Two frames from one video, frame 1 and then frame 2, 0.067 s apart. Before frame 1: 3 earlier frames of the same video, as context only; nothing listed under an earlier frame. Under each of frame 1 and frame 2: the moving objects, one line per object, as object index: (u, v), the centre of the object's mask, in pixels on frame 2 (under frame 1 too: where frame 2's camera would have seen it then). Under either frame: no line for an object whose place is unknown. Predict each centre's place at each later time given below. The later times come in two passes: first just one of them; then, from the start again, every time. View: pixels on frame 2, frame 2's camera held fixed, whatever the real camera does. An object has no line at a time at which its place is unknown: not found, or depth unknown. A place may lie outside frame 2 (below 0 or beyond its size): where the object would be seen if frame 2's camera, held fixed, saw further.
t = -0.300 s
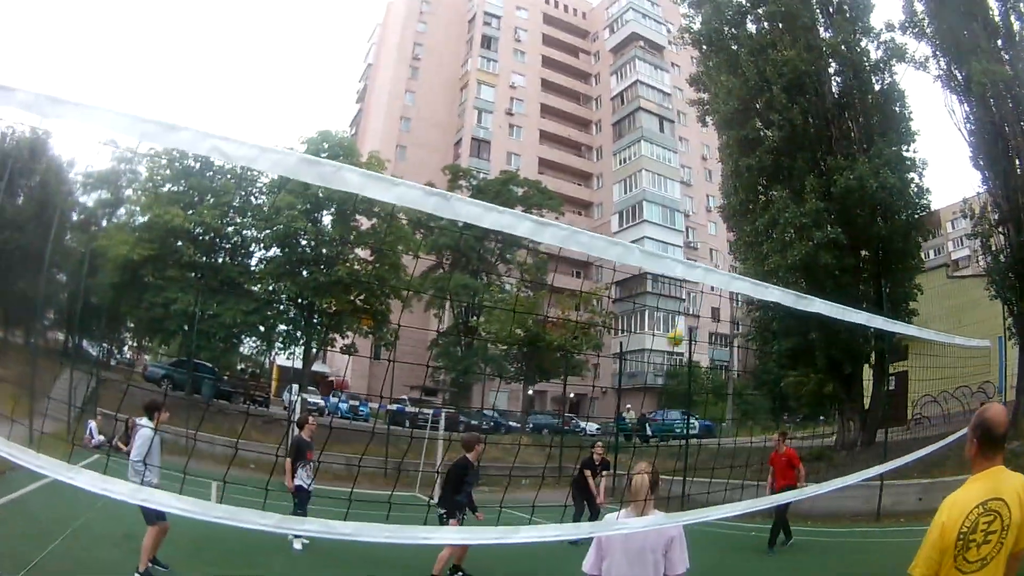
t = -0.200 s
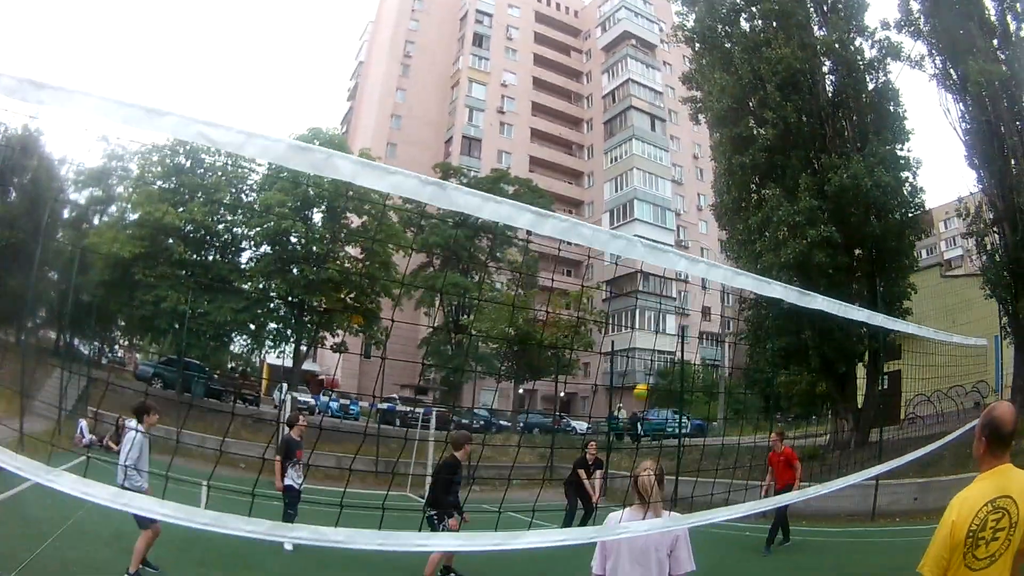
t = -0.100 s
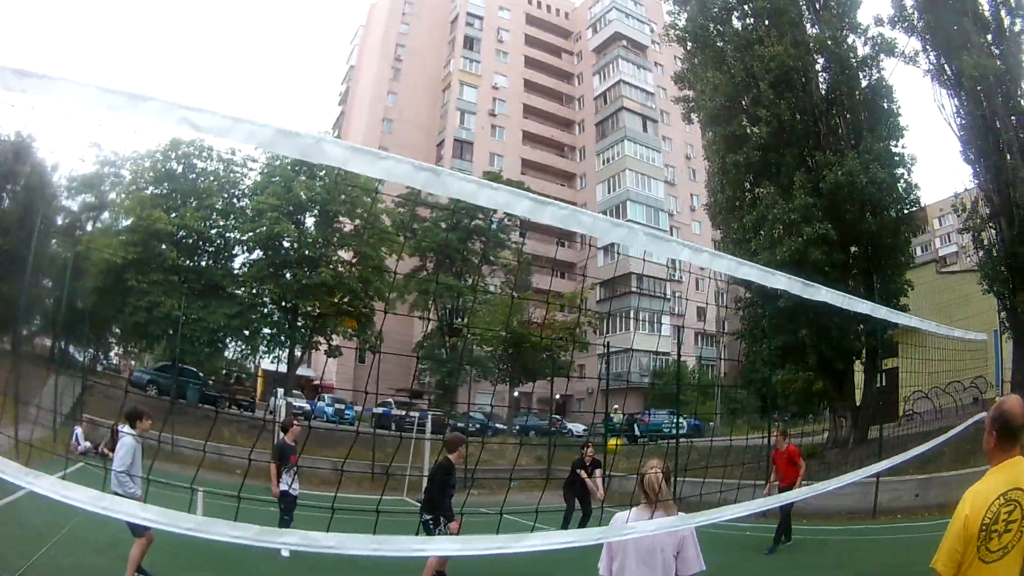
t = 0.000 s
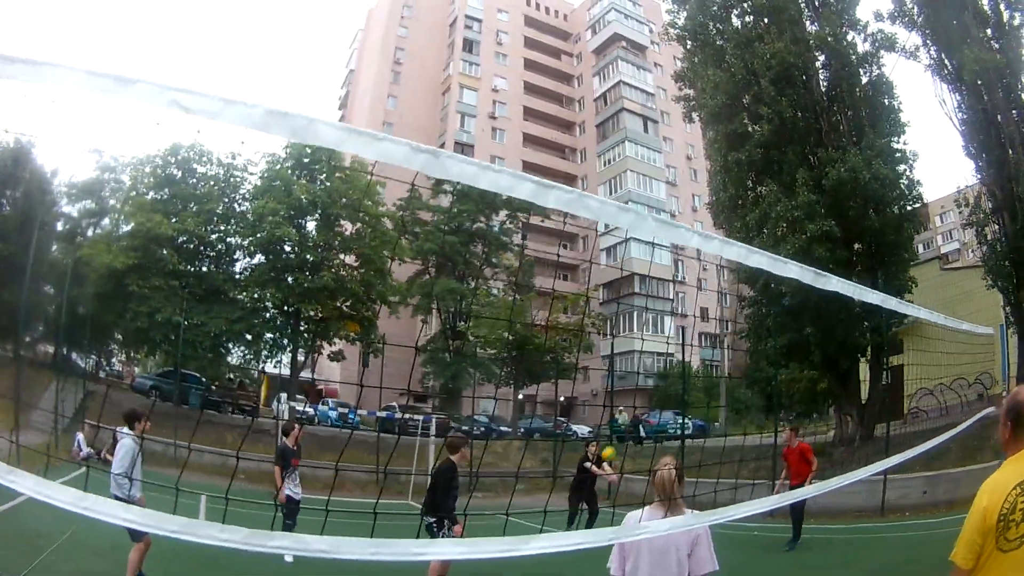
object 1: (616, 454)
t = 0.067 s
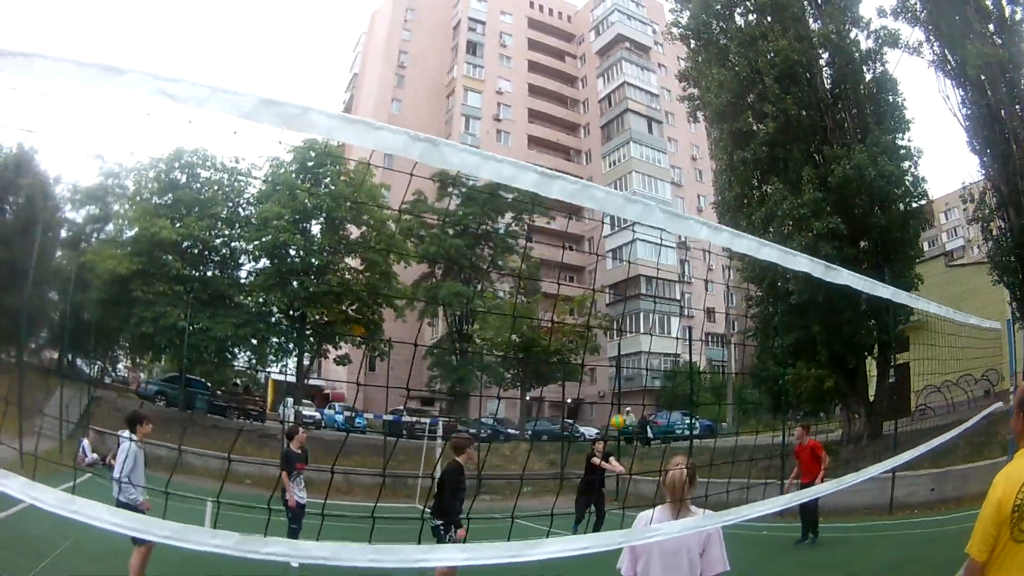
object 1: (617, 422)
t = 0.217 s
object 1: (620, 355)
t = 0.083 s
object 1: (618, 414)
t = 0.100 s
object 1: (618, 406)
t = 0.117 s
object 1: (619, 397)
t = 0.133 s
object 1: (619, 391)
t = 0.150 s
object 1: (619, 384)
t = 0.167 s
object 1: (620, 377)
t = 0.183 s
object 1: (619, 370)
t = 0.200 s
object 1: (620, 362)
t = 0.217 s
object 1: (620, 355)
